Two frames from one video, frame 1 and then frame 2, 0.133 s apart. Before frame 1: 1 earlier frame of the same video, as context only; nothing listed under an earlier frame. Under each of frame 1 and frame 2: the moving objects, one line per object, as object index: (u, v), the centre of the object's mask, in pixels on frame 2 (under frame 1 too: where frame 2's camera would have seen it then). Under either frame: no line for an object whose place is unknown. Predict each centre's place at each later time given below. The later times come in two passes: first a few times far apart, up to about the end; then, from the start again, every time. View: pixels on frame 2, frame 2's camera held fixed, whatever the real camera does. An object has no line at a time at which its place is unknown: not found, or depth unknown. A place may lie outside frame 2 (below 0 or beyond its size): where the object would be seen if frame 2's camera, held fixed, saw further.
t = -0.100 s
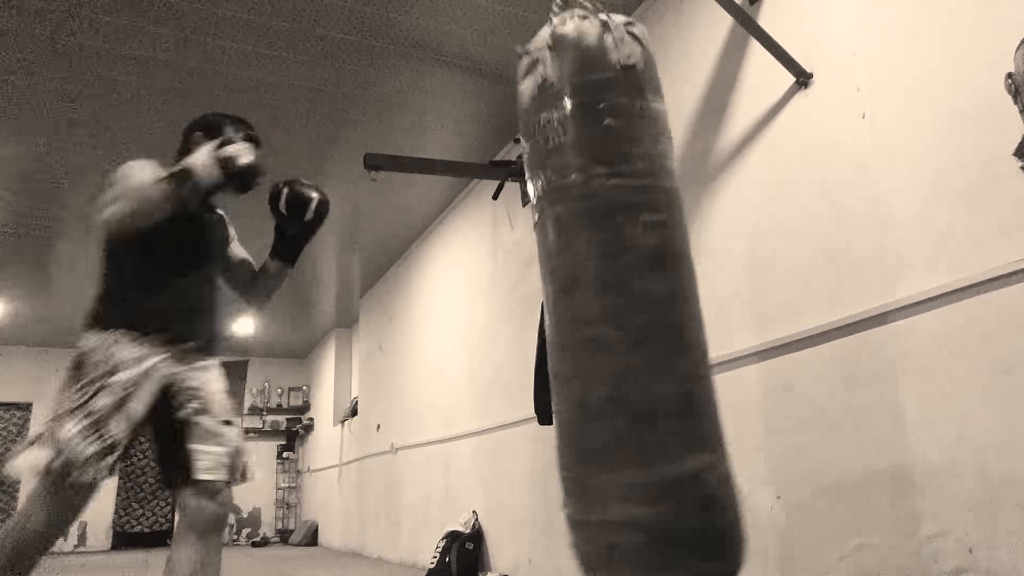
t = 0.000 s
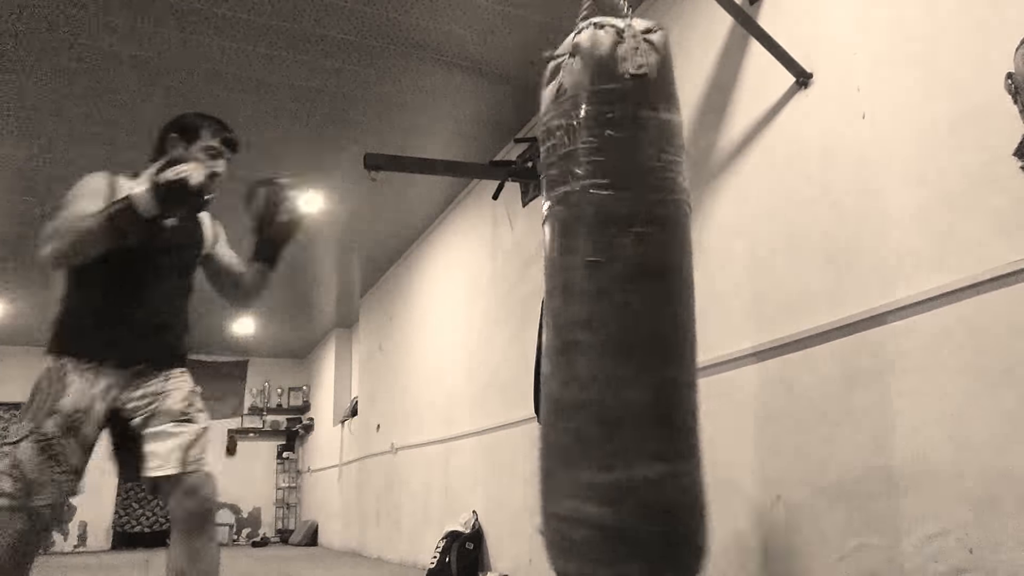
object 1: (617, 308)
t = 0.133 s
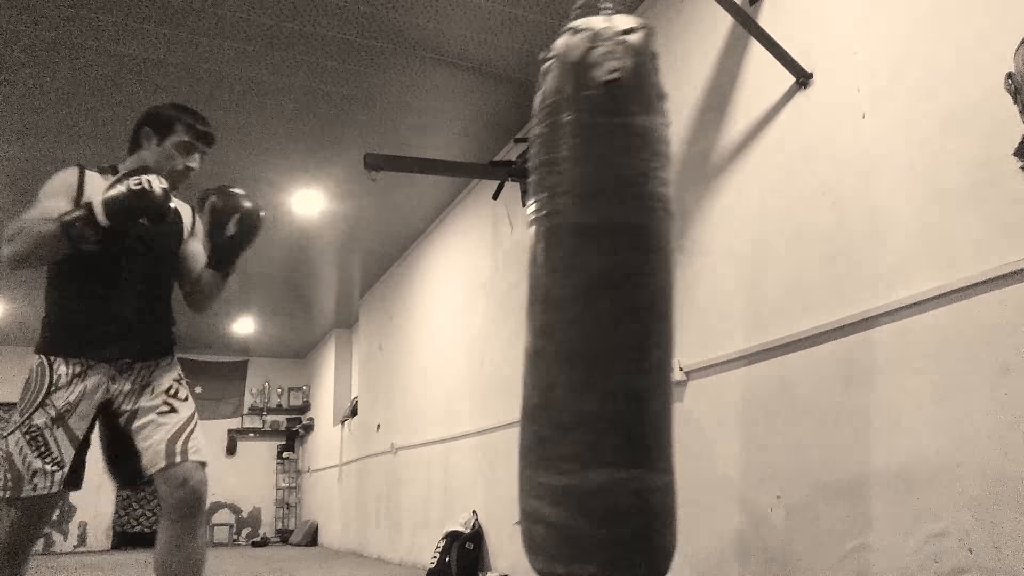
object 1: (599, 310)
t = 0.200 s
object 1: (585, 314)
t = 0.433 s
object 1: (565, 308)
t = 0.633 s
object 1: (554, 309)
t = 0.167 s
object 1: (593, 312)
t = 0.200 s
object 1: (585, 314)
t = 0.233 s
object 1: (580, 315)
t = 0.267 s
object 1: (574, 315)
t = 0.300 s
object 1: (571, 313)
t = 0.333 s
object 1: (569, 312)
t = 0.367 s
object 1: (567, 313)
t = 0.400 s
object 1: (567, 310)
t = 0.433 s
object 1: (565, 308)
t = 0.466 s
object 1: (564, 304)
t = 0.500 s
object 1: (564, 303)
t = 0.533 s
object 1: (562, 302)
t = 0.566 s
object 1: (559, 303)
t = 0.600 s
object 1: (557, 306)
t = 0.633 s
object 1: (554, 309)
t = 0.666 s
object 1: (552, 310)
